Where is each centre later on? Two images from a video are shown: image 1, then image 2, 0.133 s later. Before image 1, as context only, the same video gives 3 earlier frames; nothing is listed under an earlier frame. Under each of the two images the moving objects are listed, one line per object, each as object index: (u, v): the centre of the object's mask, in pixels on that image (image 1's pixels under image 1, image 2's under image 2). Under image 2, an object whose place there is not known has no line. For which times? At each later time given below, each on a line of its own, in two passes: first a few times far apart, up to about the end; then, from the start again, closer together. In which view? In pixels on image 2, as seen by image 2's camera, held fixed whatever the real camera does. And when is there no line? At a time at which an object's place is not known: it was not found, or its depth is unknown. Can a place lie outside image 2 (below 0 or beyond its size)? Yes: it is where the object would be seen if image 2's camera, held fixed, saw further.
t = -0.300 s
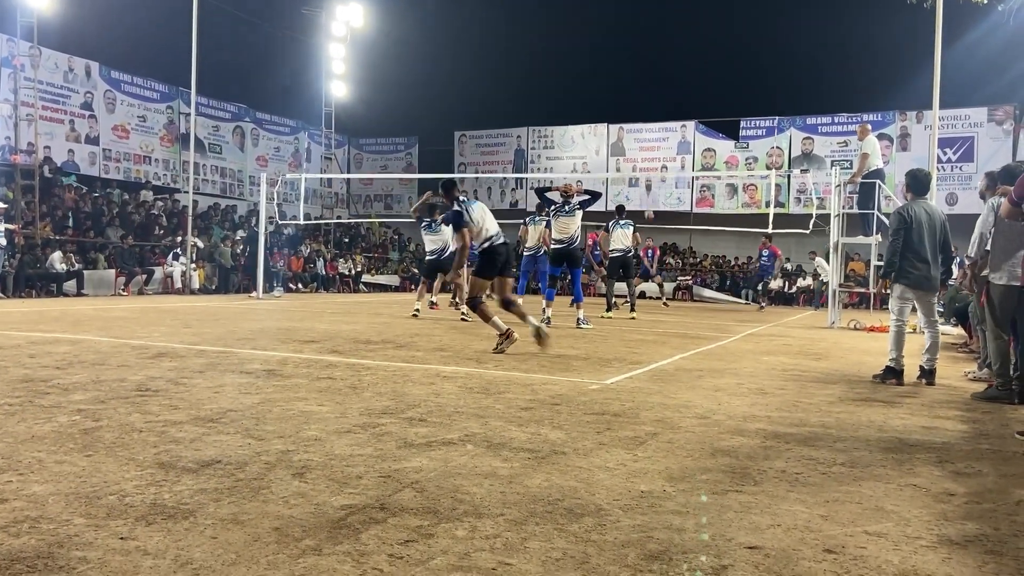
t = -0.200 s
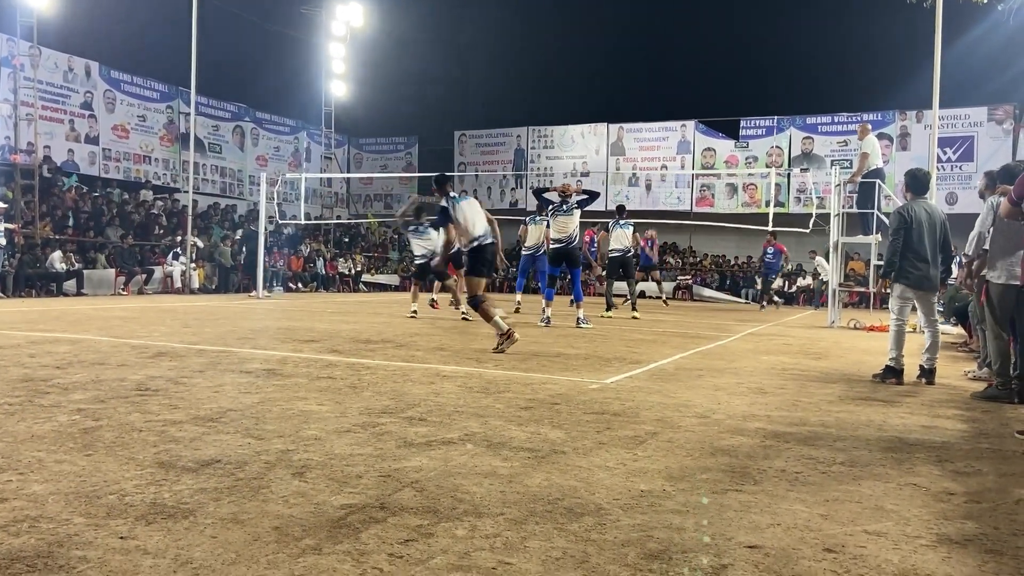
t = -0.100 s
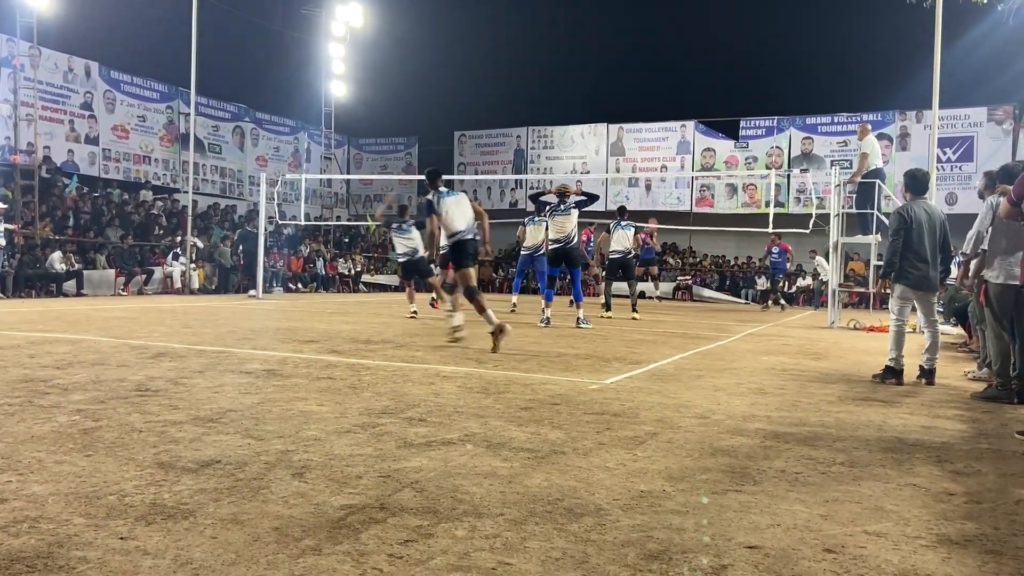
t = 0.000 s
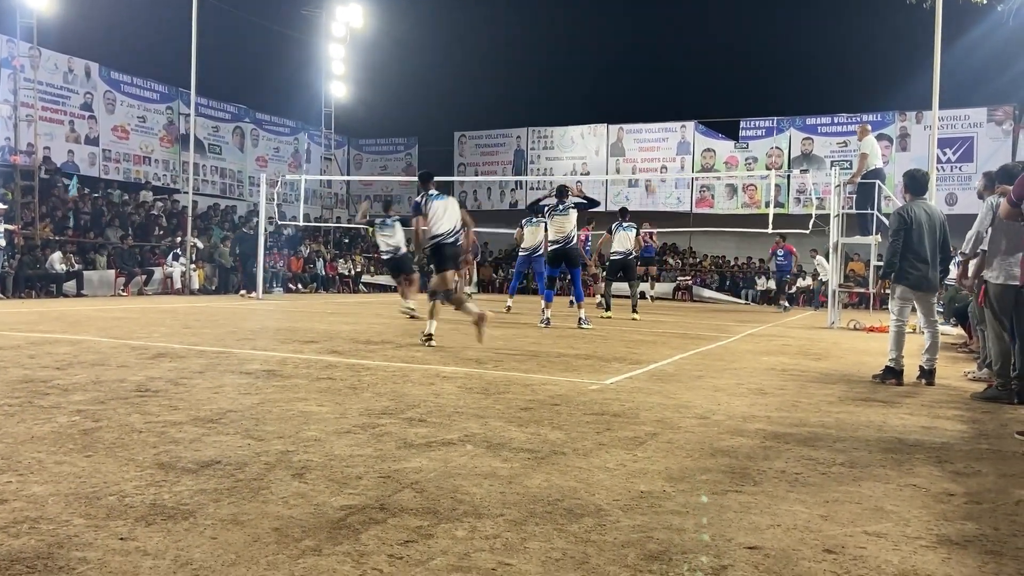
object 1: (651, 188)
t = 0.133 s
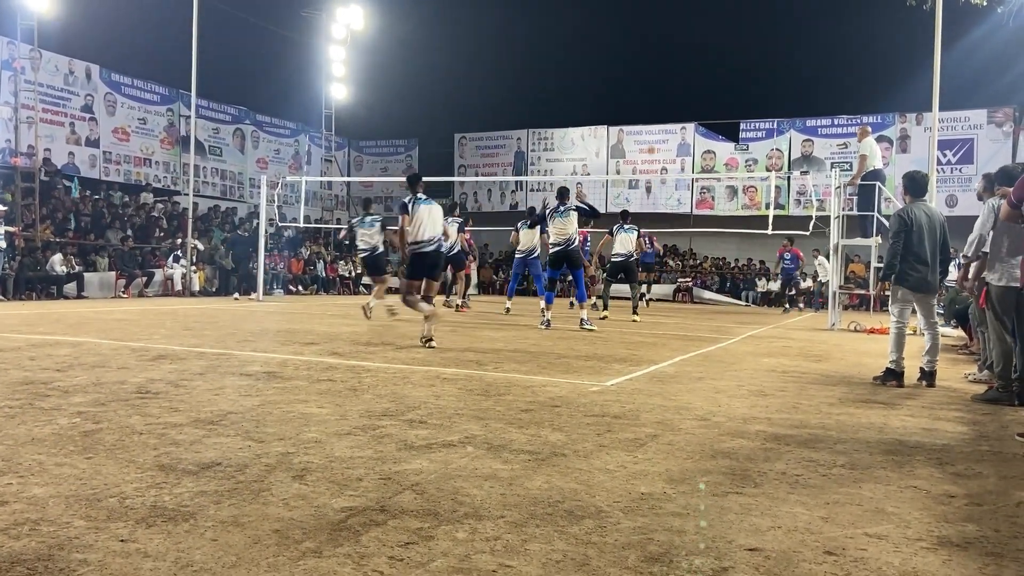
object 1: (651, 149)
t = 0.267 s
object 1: (649, 114)
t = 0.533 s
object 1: (646, 65)
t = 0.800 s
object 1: (642, 46)
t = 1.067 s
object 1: (637, 58)
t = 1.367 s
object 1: (628, 112)
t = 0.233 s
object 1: (649, 121)
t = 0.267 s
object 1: (649, 114)
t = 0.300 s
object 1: (649, 106)
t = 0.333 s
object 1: (649, 99)
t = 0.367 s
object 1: (648, 92)
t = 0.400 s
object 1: (648, 86)
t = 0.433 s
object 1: (648, 80)
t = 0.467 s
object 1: (647, 75)
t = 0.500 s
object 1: (647, 70)
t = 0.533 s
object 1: (646, 65)
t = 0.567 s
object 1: (646, 61)
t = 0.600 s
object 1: (645, 57)
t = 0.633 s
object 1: (645, 54)
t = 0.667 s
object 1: (645, 52)
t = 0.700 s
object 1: (644, 50)
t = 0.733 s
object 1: (643, 48)
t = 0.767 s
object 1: (643, 47)
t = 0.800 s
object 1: (642, 46)
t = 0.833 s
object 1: (642, 46)
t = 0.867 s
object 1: (641, 46)
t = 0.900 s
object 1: (640, 47)
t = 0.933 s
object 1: (639, 48)
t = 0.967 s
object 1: (639, 50)
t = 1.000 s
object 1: (638, 52)
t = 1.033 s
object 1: (638, 55)
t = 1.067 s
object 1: (637, 58)
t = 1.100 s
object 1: (636, 62)
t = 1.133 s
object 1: (635, 67)
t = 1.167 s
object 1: (634, 72)
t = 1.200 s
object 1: (633, 77)
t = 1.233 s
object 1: (632, 83)
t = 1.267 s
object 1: (631, 89)
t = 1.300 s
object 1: (630, 96)
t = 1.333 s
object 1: (629, 104)
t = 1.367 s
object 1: (628, 112)
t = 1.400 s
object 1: (627, 119)
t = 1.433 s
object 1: (625, 128)
